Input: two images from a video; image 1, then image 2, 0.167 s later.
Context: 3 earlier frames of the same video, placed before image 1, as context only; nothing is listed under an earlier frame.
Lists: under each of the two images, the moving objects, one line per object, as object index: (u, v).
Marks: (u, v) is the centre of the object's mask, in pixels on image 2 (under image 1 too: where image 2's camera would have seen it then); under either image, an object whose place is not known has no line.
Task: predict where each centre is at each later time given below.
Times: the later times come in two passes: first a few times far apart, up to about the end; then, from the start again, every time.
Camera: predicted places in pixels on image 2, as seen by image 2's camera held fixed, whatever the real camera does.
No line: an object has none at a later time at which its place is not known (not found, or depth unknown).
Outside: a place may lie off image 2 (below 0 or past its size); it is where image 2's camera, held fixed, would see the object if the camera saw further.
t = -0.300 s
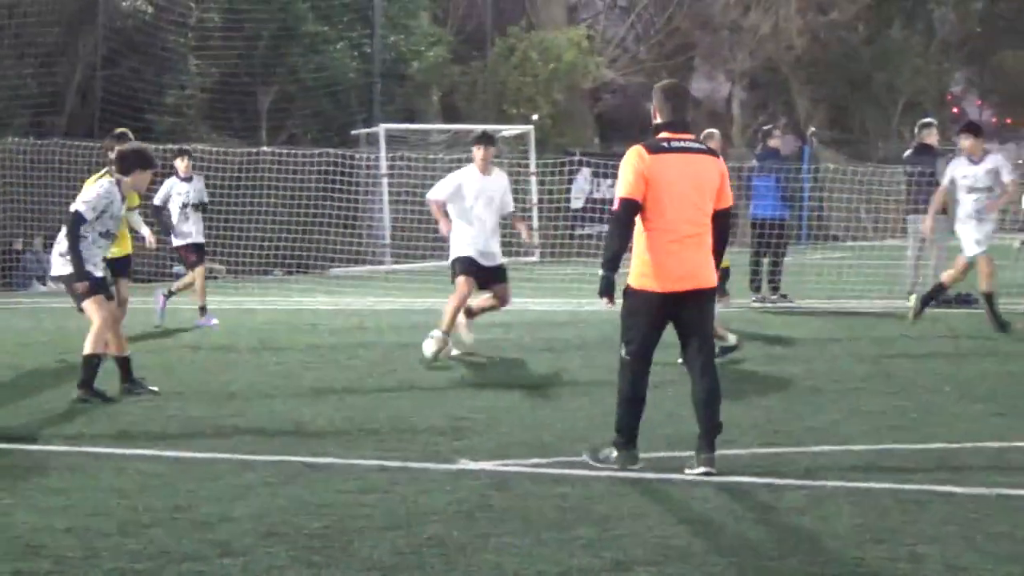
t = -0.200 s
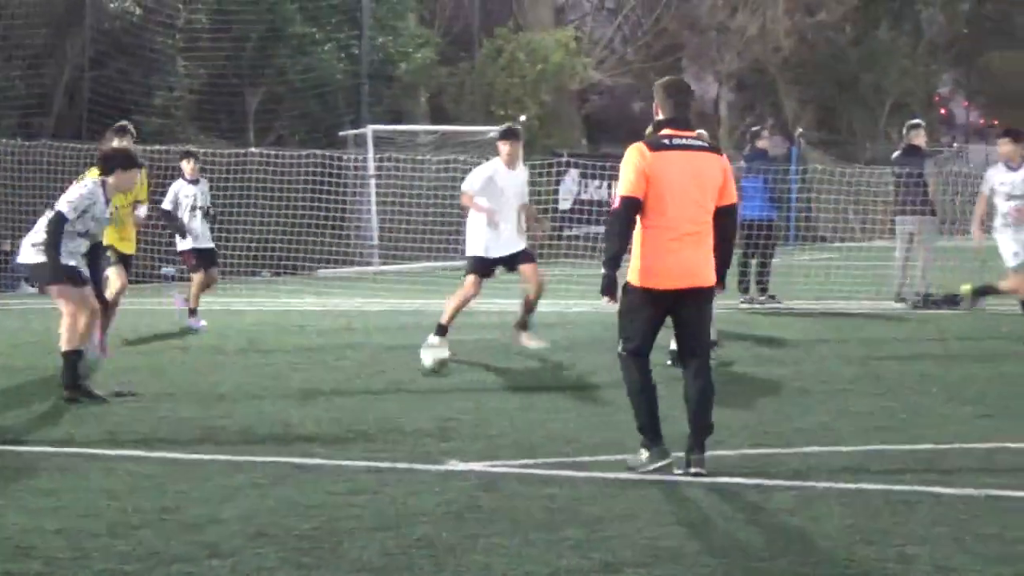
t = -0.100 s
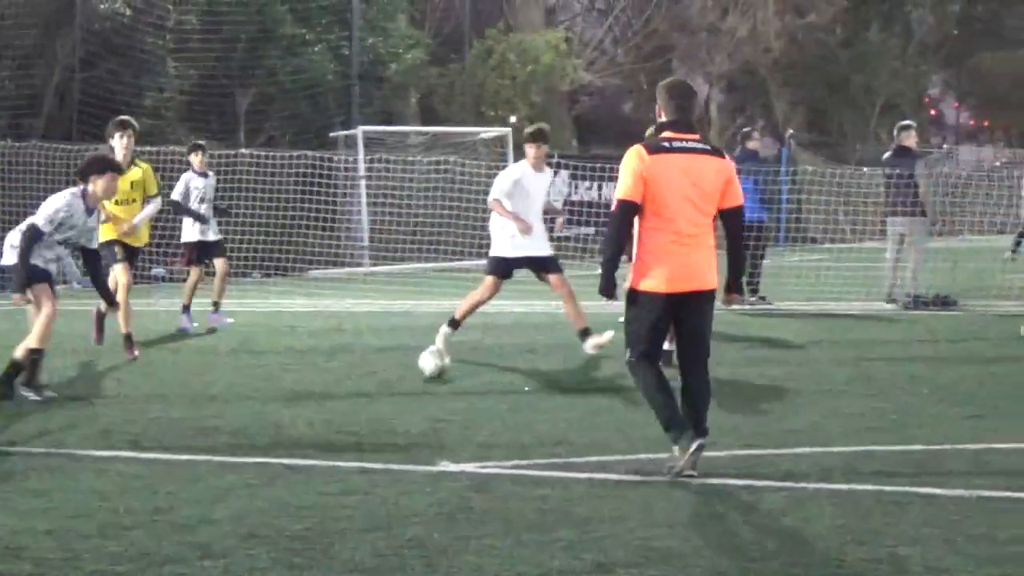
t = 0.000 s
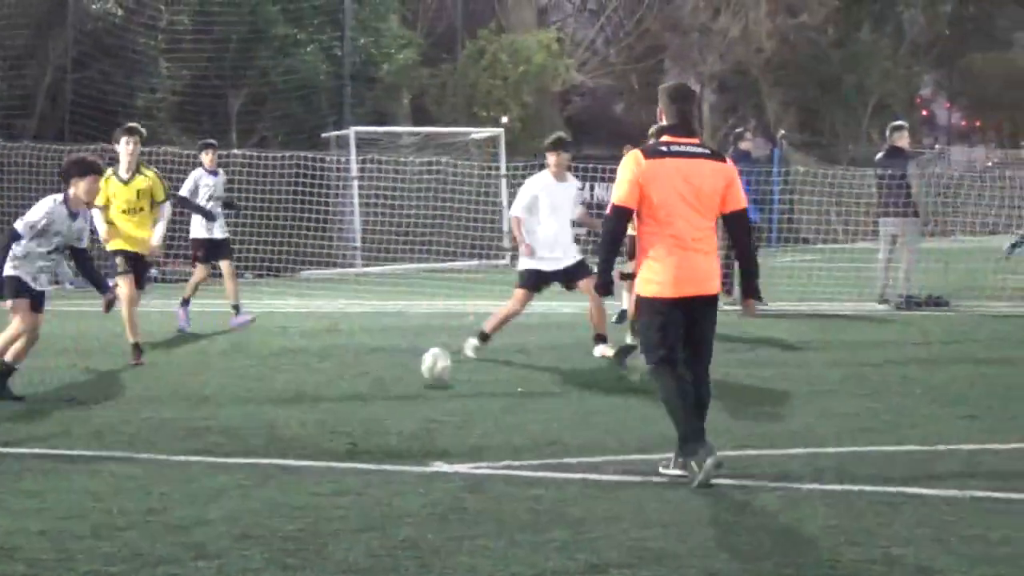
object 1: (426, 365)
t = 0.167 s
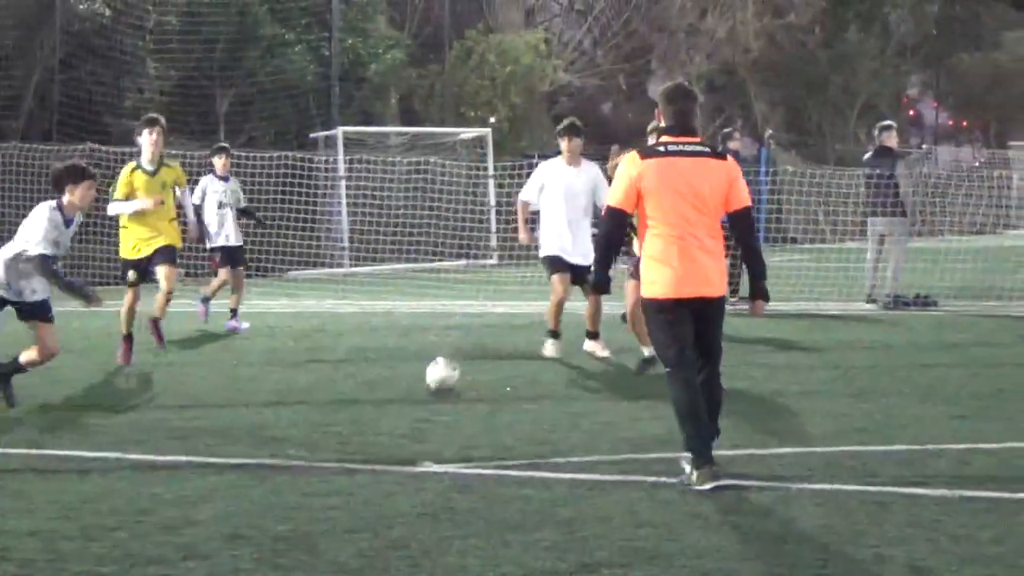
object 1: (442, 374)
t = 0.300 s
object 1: (455, 379)
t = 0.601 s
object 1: (487, 394)
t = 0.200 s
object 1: (446, 375)
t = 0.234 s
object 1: (449, 377)
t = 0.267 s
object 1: (451, 377)
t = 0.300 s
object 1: (455, 379)
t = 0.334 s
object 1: (459, 381)
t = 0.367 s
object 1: (462, 384)
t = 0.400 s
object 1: (465, 383)
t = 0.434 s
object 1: (468, 385)
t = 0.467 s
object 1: (472, 387)
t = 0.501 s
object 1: (475, 388)
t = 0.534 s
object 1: (478, 389)
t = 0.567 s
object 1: (482, 391)
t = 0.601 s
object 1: (487, 394)
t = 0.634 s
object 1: (490, 396)
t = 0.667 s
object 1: (493, 396)
